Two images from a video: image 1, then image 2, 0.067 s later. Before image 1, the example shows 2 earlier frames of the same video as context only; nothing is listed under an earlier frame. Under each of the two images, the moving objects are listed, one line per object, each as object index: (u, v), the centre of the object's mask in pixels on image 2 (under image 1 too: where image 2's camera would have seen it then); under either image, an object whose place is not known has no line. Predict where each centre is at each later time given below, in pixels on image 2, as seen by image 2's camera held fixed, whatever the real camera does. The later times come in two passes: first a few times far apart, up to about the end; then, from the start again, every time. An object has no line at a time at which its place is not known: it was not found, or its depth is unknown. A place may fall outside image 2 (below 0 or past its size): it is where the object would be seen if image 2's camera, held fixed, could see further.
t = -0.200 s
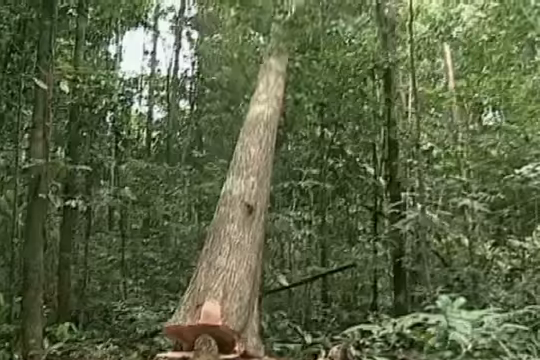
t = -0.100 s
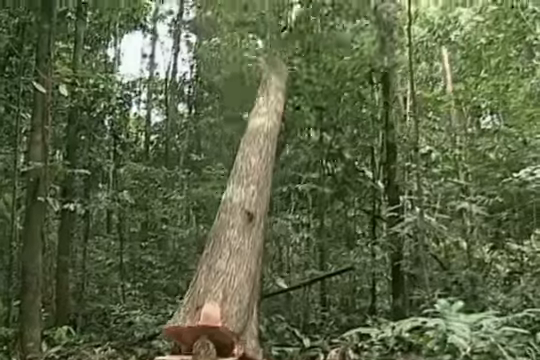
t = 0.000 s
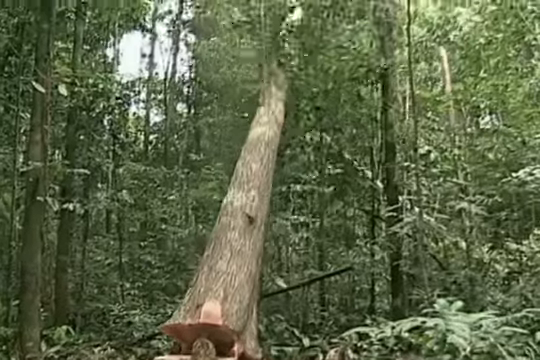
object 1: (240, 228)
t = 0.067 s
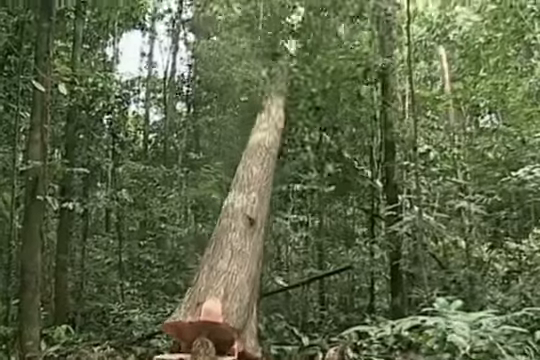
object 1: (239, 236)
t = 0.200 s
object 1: (243, 233)
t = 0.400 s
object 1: (243, 248)
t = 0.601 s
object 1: (246, 260)
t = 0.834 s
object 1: (254, 274)
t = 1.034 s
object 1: (270, 286)
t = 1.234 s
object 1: (271, 303)
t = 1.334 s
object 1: (289, 305)
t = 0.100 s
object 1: (240, 236)
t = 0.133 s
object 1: (242, 232)
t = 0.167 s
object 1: (242, 231)
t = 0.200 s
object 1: (243, 233)
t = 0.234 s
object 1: (243, 235)
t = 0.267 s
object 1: (242, 239)
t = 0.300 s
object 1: (242, 241)
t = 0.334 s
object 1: (244, 239)
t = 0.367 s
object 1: (241, 248)
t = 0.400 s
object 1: (243, 248)
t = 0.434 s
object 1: (245, 245)
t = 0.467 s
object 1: (245, 249)
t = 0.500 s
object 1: (243, 257)
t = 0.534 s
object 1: (244, 257)
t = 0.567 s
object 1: (245, 259)
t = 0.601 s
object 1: (246, 260)
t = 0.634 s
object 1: (247, 262)
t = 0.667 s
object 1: (247, 265)
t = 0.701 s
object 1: (247, 268)
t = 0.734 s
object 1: (249, 268)
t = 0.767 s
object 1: (251, 269)
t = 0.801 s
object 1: (251, 275)
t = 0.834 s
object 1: (254, 274)
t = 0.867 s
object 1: (258, 274)
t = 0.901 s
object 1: (261, 274)
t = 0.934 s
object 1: (263, 276)
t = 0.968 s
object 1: (267, 279)
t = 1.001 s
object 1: (268, 282)
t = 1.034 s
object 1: (270, 286)
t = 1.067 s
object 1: (275, 288)
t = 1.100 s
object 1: (277, 291)
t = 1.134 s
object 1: (272, 301)
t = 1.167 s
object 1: (271, 300)
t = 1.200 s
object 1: (275, 302)
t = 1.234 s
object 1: (271, 303)
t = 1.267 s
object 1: (271, 312)
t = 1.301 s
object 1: (287, 305)
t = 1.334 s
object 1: (289, 305)
